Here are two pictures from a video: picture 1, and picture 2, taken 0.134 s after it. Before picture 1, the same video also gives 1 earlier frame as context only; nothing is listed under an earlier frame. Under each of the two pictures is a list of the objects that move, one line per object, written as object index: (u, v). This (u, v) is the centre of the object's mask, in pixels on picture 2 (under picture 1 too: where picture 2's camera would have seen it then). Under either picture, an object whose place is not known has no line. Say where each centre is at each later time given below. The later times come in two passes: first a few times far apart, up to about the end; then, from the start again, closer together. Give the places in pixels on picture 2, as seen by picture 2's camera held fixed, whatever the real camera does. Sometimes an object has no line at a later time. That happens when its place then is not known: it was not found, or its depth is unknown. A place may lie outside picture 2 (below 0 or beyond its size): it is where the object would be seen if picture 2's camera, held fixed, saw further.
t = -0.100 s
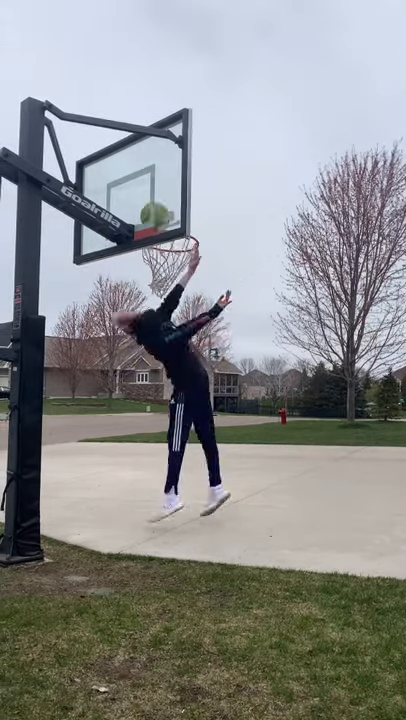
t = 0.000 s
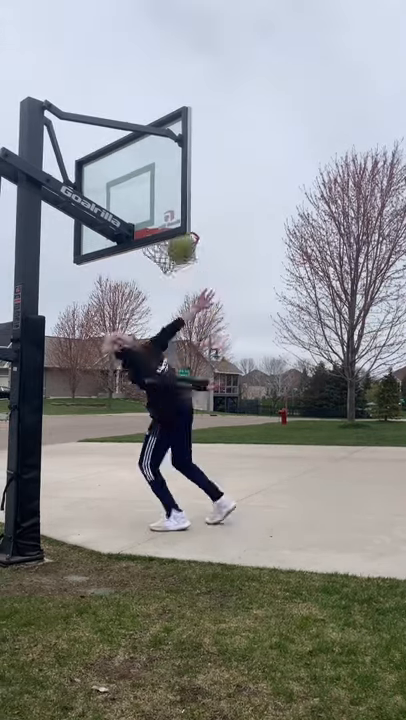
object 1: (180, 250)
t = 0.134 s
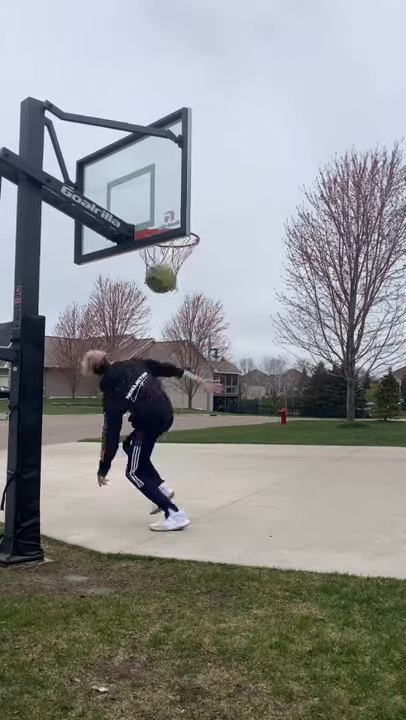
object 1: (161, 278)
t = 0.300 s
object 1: (140, 329)
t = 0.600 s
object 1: (96, 526)
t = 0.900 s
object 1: (69, 380)
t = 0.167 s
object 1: (156, 286)
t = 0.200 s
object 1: (153, 294)
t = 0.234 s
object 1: (149, 304)
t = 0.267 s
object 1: (145, 316)
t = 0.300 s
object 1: (140, 329)
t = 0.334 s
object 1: (136, 344)
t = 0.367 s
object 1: (131, 360)
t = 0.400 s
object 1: (127, 378)
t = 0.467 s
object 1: (118, 421)
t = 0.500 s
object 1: (112, 444)
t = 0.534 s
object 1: (106, 470)
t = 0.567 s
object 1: (101, 498)
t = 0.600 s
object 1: (96, 526)
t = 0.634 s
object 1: (93, 505)
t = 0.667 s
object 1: (90, 484)
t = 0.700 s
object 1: (87, 464)
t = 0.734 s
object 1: (85, 447)
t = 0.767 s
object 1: (80, 431)
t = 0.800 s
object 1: (78, 416)
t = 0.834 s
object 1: (75, 402)
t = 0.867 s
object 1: (72, 390)
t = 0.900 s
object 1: (69, 380)
